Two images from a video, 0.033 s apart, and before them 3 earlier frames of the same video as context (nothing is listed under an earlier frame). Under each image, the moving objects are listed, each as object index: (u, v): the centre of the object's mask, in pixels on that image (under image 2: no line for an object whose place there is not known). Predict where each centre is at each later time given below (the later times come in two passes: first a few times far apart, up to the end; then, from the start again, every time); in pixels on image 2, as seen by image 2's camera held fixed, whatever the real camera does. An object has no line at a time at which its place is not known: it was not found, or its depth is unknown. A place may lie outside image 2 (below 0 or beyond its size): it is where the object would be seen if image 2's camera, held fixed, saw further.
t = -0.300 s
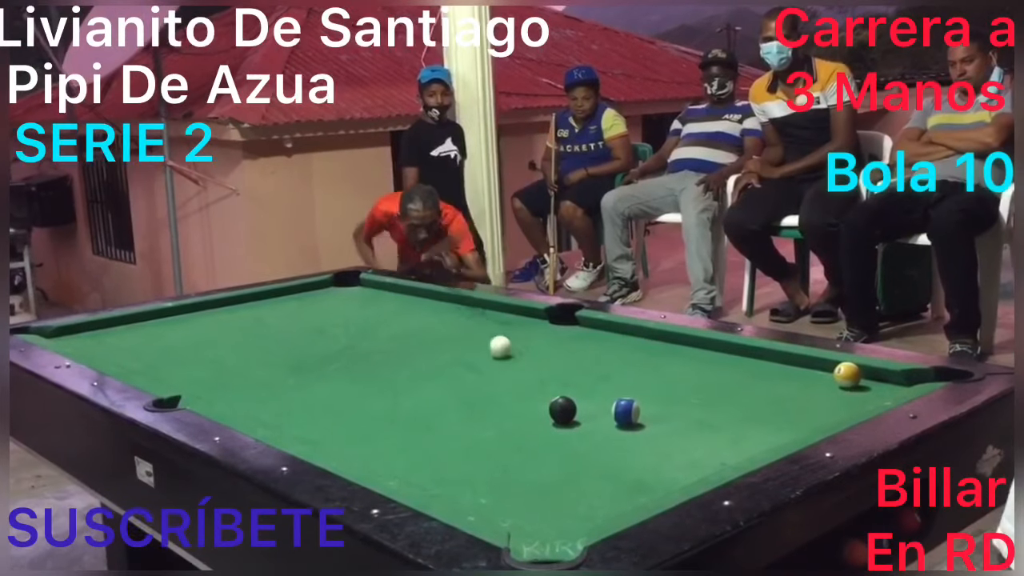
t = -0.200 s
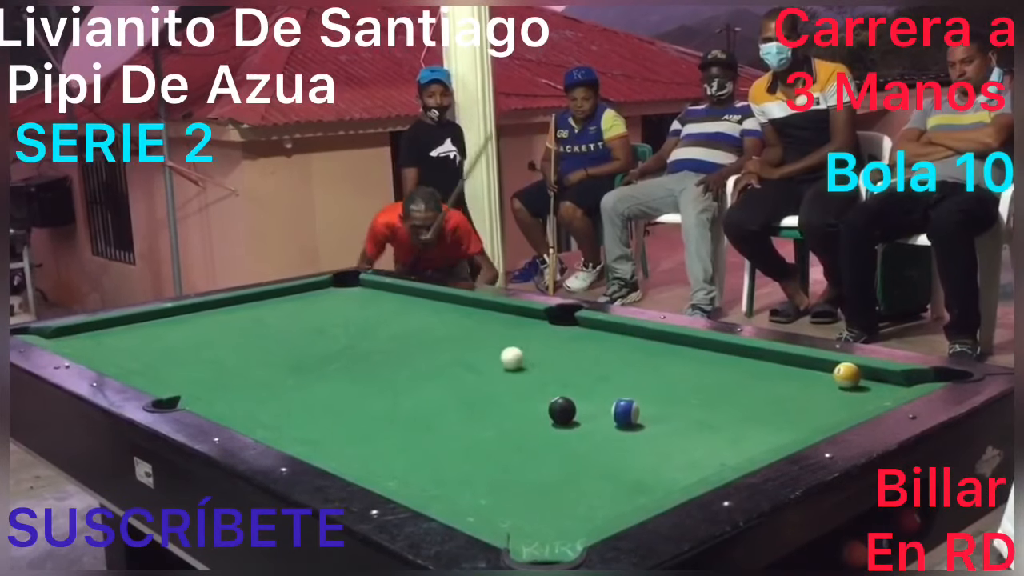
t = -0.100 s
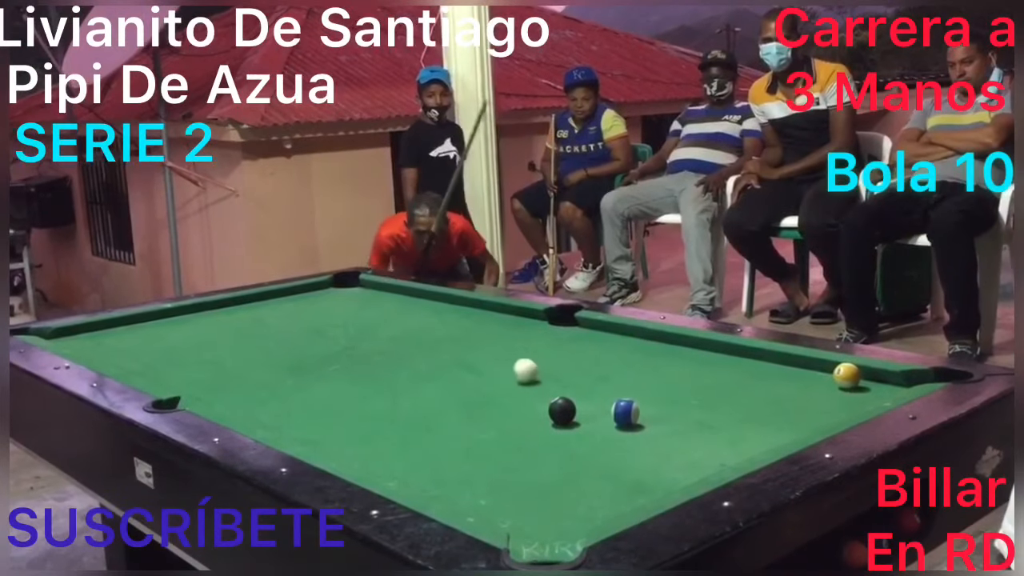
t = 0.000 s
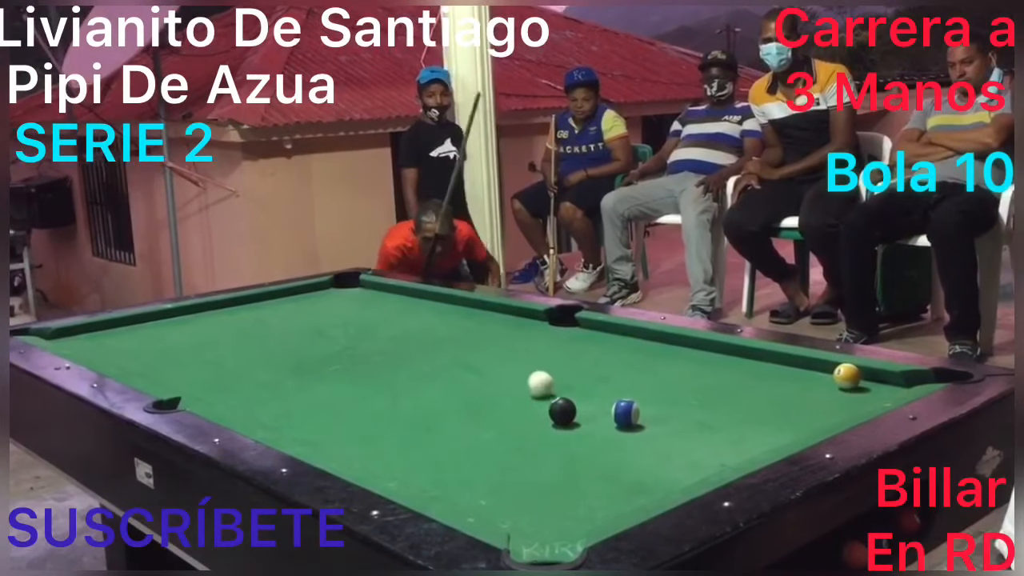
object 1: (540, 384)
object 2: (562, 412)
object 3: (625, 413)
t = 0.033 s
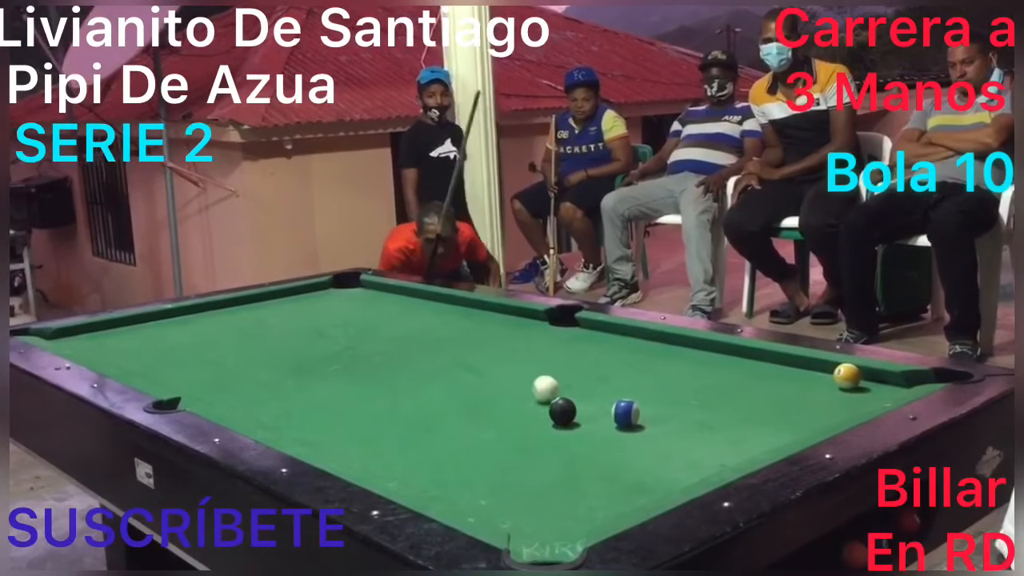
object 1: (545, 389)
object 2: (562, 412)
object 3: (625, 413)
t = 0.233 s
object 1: (577, 404)
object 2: (565, 426)
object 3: (625, 414)
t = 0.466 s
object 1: (601, 411)
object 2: (571, 456)
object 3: (634, 415)
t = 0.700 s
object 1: (604, 414)
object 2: (577, 489)
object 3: (658, 419)
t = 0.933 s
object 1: (606, 416)
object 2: (580, 527)
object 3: (679, 422)
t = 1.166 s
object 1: (607, 418)
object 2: (529, 526)
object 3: (700, 423)
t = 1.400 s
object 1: (608, 419)
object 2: (504, 514)
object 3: (718, 427)
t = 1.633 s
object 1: (610, 419)
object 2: (495, 504)
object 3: (735, 430)
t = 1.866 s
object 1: (610, 419)
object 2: (489, 490)
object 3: (749, 433)
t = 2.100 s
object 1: (610, 419)
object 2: (485, 480)
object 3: (761, 435)
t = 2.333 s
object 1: (610, 419)
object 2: (480, 471)
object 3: (769, 435)
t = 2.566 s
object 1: (610, 419)
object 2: (476, 463)
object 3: (774, 435)
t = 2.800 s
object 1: (610, 419)
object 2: (473, 457)
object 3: (777, 436)
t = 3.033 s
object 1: (610, 419)
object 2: (470, 452)
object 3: (778, 436)
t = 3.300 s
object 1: (609, 419)
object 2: (467, 447)
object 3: (778, 435)
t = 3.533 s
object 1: (609, 419)
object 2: (465, 443)
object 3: (778, 435)
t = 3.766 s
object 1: (610, 419)
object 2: (464, 441)
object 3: (778, 435)
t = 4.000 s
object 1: (610, 419)
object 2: (464, 439)
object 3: (778, 435)
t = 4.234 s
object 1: (609, 419)
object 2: (464, 439)
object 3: (778, 435)
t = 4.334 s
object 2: (464, 439)
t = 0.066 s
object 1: (549, 392)
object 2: (563, 412)
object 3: (626, 413)
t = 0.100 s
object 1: (553, 394)
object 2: (563, 412)
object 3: (625, 414)
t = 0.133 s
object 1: (560, 396)
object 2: (563, 414)
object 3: (625, 414)
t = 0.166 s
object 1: (567, 398)
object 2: (565, 418)
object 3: (626, 414)
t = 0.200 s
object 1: (572, 402)
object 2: (565, 423)
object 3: (626, 414)
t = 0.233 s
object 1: (577, 404)
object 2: (565, 426)
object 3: (625, 414)
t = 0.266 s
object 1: (582, 406)
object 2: (566, 430)
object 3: (625, 414)
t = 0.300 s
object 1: (587, 407)
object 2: (566, 435)
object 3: (625, 413)
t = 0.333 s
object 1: (592, 408)
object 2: (567, 439)
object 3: (625, 413)
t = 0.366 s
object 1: (597, 409)
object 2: (568, 442)
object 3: (625, 413)
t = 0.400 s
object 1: (599, 410)
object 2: (569, 447)
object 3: (628, 414)
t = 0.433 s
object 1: (600, 411)
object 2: (570, 452)
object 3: (631, 414)
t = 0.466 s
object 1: (601, 411)
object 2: (571, 456)
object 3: (634, 415)
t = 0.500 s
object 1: (602, 411)
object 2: (572, 460)
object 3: (638, 416)
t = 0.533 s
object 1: (602, 412)
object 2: (573, 465)
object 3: (641, 416)
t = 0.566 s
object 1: (603, 412)
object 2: (573, 470)
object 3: (645, 416)
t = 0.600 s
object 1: (603, 412)
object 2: (574, 474)
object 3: (648, 417)
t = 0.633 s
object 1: (603, 413)
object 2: (575, 479)
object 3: (651, 417)
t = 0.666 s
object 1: (604, 413)
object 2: (576, 485)
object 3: (655, 418)
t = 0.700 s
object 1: (604, 414)
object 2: (577, 489)
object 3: (658, 419)
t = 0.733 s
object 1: (605, 414)
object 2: (578, 495)
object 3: (661, 419)
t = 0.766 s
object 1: (605, 414)
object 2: (579, 501)
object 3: (664, 419)
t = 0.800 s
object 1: (605, 415)
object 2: (580, 505)
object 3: (667, 420)
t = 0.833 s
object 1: (605, 415)
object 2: (581, 511)
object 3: (670, 420)
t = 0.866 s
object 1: (606, 416)
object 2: (582, 515)
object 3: (673, 421)
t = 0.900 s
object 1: (606, 416)
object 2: (582, 520)
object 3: (676, 421)
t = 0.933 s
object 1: (606, 416)
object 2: (580, 527)
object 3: (679, 422)
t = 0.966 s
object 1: (606, 416)
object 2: (575, 528)
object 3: (682, 422)
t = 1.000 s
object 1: (606, 417)
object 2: (568, 527)
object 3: (685, 422)
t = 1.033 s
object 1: (606, 417)
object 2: (560, 527)
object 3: (688, 423)
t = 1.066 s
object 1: (606, 417)
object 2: (552, 527)
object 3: (691, 423)
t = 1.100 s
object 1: (607, 417)
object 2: (544, 527)
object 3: (694, 423)
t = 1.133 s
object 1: (607, 417)
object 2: (537, 526)
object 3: (697, 423)
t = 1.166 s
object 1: (607, 418)
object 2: (529, 526)
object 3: (700, 423)
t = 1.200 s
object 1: (607, 418)
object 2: (522, 526)
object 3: (703, 424)
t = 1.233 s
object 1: (607, 418)
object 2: (516, 525)
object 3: (705, 424)
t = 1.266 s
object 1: (607, 418)
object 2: (510, 523)
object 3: (708, 424)
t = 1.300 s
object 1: (607, 418)
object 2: (508, 520)
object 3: (710, 426)
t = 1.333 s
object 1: (607, 419)
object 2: (506, 518)
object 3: (713, 426)
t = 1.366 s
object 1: (607, 419)
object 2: (505, 516)
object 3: (715, 427)
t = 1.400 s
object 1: (608, 419)
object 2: (504, 514)
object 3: (718, 427)
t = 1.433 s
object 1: (608, 419)
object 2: (502, 513)
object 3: (720, 427)
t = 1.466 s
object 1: (608, 419)
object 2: (501, 512)
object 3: (723, 428)
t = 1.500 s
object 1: (608, 419)
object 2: (499, 510)
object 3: (725, 429)
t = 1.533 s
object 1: (609, 419)
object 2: (498, 509)
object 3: (728, 429)
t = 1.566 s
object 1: (609, 419)
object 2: (497, 507)
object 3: (730, 429)
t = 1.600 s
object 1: (609, 419)
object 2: (496, 506)
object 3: (732, 430)
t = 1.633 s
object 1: (610, 419)
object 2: (495, 504)
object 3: (735, 430)
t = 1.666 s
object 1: (610, 419)
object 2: (494, 502)
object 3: (737, 430)
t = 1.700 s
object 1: (610, 419)
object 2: (493, 500)
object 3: (739, 431)
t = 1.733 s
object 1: (610, 419)
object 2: (492, 498)
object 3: (742, 431)
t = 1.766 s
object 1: (611, 419)
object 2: (491, 496)
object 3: (743, 431)
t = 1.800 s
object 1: (611, 419)
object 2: (491, 494)
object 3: (745, 432)
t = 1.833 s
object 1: (611, 419)
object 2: (490, 492)
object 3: (747, 432)
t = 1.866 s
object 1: (610, 419)
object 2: (489, 490)
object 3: (749, 433)
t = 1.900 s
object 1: (610, 419)
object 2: (488, 489)
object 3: (750, 433)
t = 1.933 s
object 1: (610, 419)
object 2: (488, 487)
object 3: (752, 433)
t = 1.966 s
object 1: (610, 419)
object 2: (487, 486)
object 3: (754, 433)
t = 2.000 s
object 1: (610, 419)
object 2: (486, 484)
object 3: (756, 434)
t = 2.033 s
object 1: (610, 419)
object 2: (485, 483)
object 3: (758, 434)
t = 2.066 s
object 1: (610, 419)
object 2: (485, 481)
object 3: (759, 434)
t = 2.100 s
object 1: (610, 419)
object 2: (485, 480)
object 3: (761, 435)
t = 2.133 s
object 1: (610, 419)
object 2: (484, 478)
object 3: (762, 435)
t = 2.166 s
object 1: (610, 419)
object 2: (483, 477)
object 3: (763, 435)
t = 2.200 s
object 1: (610, 419)
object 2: (483, 476)
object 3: (764, 435)
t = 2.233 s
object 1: (610, 419)
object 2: (482, 474)
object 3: (766, 435)
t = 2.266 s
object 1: (610, 419)
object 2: (481, 473)
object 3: (767, 435)
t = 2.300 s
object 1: (610, 419)
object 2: (481, 472)
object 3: (768, 435)
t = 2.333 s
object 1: (610, 419)
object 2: (480, 471)
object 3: (769, 435)
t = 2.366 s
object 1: (610, 419)
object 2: (480, 470)
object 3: (770, 435)
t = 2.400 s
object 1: (610, 419)
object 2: (479, 469)
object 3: (770, 435)
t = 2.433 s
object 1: (610, 419)
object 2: (478, 467)
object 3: (771, 435)
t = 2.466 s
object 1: (610, 419)
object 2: (478, 466)
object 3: (772, 435)
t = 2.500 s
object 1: (610, 419)
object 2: (477, 465)
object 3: (773, 435)
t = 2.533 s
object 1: (610, 419)
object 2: (477, 464)
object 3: (773, 435)
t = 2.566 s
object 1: (610, 419)
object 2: (476, 463)
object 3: (774, 435)
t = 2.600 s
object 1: (610, 419)
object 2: (476, 462)
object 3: (775, 435)
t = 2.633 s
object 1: (610, 419)
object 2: (475, 461)
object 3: (775, 435)
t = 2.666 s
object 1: (610, 419)
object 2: (475, 461)
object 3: (776, 435)
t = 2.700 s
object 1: (610, 419)
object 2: (474, 460)
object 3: (776, 435)
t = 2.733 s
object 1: (610, 419)
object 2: (473, 459)
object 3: (777, 435)
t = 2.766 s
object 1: (610, 419)
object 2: (473, 458)
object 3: (777, 435)
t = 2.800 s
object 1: (610, 419)
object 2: (473, 457)
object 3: (777, 436)
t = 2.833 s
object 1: (610, 419)
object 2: (472, 456)
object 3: (778, 435)
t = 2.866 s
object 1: (610, 419)
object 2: (472, 455)
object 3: (778, 435)
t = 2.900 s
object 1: (610, 419)
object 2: (472, 455)
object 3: (778, 435)
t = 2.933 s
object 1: (610, 419)
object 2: (471, 454)
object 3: (779, 435)
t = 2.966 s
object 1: (610, 419)
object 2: (471, 453)
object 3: (779, 435)
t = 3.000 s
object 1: (610, 419)
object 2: (470, 452)
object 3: (778, 436)
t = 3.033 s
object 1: (610, 419)
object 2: (470, 452)
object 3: (778, 436)
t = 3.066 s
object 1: (610, 419)
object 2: (470, 451)
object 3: (778, 435)
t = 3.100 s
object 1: (610, 419)
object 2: (469, 450)
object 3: (778, 436)
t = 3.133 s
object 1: (610, 419)
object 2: (469, 450)
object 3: (778, 435)
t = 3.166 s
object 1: (610, 419)
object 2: (468, 449)
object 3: (778, 435)
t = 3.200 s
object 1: (610, 419)
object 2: (468, 448)
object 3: (778, 435)
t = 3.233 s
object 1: (610, 419)
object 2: (468, 448)
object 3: (778, 435)
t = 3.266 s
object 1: (609, 419)
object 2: (468, 447)
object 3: (778, 435)
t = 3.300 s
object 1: (609, 419)
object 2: (467, 447)
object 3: (778, 435)
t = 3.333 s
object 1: (609, 419)
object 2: (467, 446)
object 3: (778, 435)
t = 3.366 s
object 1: (610, 419)
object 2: (466, 445)
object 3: (778, 435)
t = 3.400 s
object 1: (610, 419)
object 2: (466, 446)
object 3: (778, 435)
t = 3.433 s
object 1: (610, 419)
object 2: (466, 445)
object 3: (778, 435)
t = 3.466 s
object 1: (610, 419)
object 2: (466, 444)
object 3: (778, 435)
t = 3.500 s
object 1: (609, 419)
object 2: (465, 444)
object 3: (778, 435)
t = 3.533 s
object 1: (609, 419)
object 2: (465, 443)
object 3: (778, 435)
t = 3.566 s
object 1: (609, 419)
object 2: (465, 443)
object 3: (777, 435)
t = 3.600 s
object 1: (609, 419)
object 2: (465, 442)
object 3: (778, 435)
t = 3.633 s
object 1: (609, 419)
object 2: (464, 442)
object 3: (778, 435)
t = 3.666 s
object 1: (609, 419)
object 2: (464, 442)
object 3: (778, 435)
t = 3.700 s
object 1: (610, 419)
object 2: (464, 441)
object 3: (778, 435)
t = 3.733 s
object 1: (610, 419)
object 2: (464, 441)
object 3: (778, 435)
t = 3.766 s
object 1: (610, 419)
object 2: (464, 441)
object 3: (778, 435)
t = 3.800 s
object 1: (610, 419)
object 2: (464, 440)
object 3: (778, 435)
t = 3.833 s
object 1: (610, 419)
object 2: (464, 440)
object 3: (778, 435)
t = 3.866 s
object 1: (610, 419)
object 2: (464, 440)
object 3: (778, 435)
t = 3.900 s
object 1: (610, 419)
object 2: (463, 440)
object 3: (778, 435)
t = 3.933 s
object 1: (610, 419)
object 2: (463, 440)
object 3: (778, 435)
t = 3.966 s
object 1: (610, 419)
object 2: (463, 440)
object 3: (778, 435)
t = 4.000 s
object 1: (610, 419)
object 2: (464, 439)
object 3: (778, 435)
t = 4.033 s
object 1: (610, 419)
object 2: (463, 439)
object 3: (778, 435)
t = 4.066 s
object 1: (610, 418)
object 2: (464, 440)
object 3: (779, 435)
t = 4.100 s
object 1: (609, 419)
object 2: (464, 439)
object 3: (778, 435)
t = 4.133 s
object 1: (610, 419)
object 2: (463, 439)
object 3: (778, 435)
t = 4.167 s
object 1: (609, 419)
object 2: (464, 439)
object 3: (778, 434)
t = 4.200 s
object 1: (609, 419)
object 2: (464, 439)
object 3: (778, 434)
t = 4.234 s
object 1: (609, 419)
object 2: (464, 439)
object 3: (778, 435)
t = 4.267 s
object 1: (609, 419)
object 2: (464, 439)
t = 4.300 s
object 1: (610, 419)
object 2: (464, 439)
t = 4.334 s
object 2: (464, 439)
